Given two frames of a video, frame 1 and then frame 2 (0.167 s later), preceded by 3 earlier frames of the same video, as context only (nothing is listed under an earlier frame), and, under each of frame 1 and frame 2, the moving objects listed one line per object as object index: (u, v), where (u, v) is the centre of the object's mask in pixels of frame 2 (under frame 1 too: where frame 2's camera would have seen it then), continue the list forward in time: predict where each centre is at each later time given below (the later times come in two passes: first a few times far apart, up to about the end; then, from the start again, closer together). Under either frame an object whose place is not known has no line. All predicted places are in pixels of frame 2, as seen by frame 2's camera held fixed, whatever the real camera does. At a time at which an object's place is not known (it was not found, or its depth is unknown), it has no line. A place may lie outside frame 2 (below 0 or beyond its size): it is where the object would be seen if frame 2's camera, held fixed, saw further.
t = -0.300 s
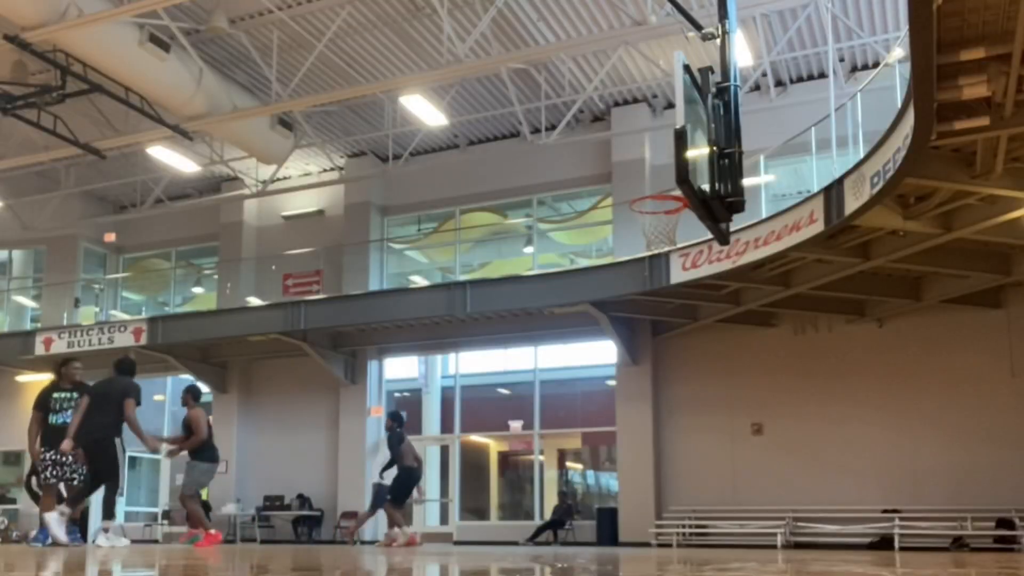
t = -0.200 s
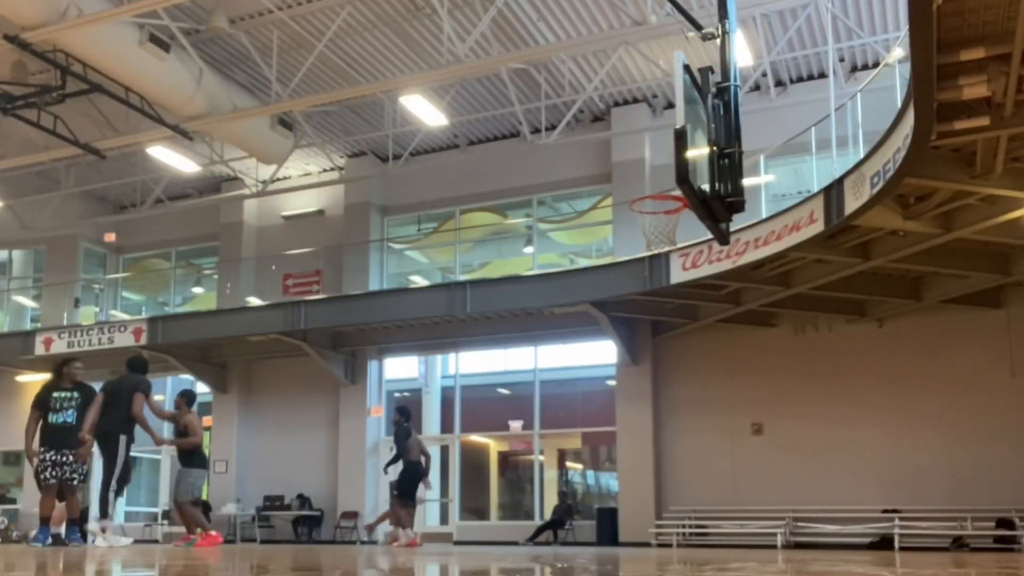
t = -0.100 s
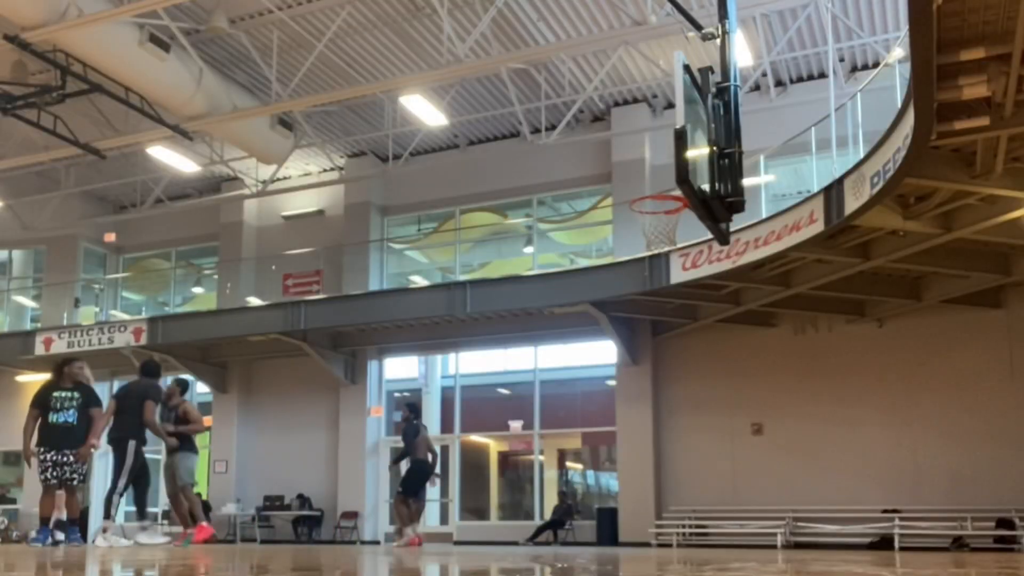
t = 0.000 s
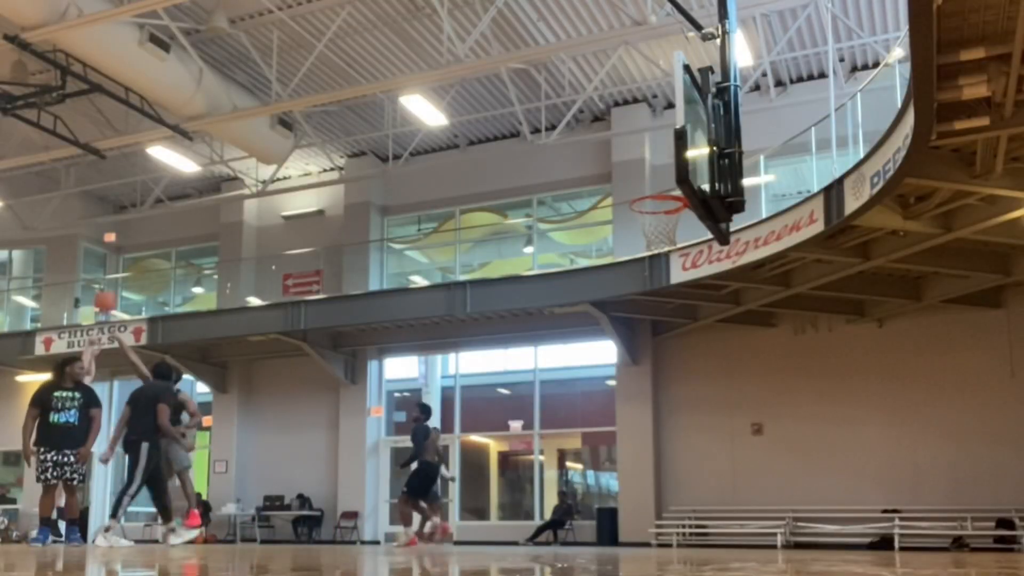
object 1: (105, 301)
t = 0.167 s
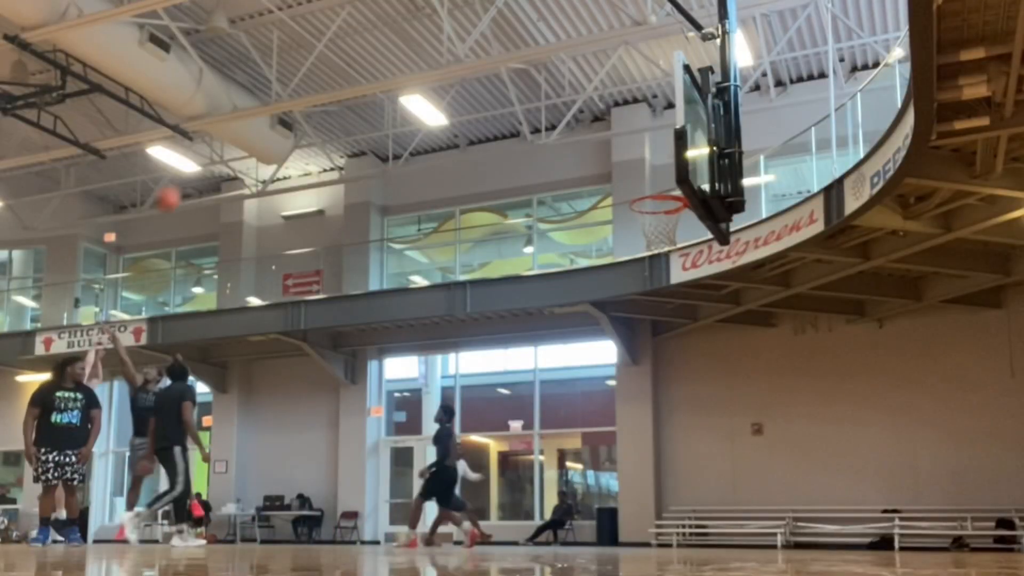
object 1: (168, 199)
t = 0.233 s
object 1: (195, 164)
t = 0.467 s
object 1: (280, 72)
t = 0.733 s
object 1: (381, 25)
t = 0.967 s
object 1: (472, 35)
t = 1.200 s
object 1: (570, 99)
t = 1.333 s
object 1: (629, 164)
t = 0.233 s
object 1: (195, 164)
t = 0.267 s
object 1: (207, 148)
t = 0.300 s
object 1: (218, 132)
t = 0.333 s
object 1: (230, 119)
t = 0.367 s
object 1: (243, 106)
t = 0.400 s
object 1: (255, 94)
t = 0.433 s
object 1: (268, 82)
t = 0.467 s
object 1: (280, 72)
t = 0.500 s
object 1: (292, 63)
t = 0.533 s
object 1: (304, 55)
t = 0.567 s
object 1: (316, 47)
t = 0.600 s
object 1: (330, 41)
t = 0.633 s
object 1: (343, 36)
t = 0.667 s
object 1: (356, 30)
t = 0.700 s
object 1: (368, 27)
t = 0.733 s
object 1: (381, 25)
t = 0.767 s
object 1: (394, 23)
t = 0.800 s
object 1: (406, 22)
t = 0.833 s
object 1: (420, 22)
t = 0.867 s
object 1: (432, 24)
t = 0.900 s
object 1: (446, 27)
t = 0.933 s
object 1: (459, 30)
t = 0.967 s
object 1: (472, 35)
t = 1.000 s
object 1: (486, 41)
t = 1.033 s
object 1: (500, 48)
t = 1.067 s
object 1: (514, 56)
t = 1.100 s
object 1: (528, 65)
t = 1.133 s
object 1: (542, 75)
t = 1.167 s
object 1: (556, 86)
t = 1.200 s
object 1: (570, 99)
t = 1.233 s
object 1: (586, 113)
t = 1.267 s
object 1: (600, 129)
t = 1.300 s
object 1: (614, 145)
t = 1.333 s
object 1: (629, 164)
